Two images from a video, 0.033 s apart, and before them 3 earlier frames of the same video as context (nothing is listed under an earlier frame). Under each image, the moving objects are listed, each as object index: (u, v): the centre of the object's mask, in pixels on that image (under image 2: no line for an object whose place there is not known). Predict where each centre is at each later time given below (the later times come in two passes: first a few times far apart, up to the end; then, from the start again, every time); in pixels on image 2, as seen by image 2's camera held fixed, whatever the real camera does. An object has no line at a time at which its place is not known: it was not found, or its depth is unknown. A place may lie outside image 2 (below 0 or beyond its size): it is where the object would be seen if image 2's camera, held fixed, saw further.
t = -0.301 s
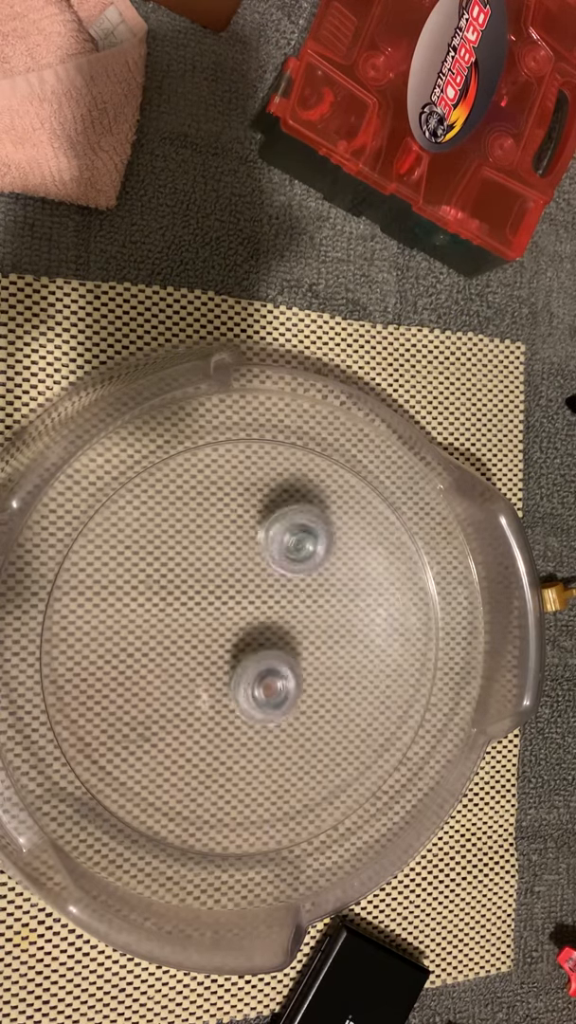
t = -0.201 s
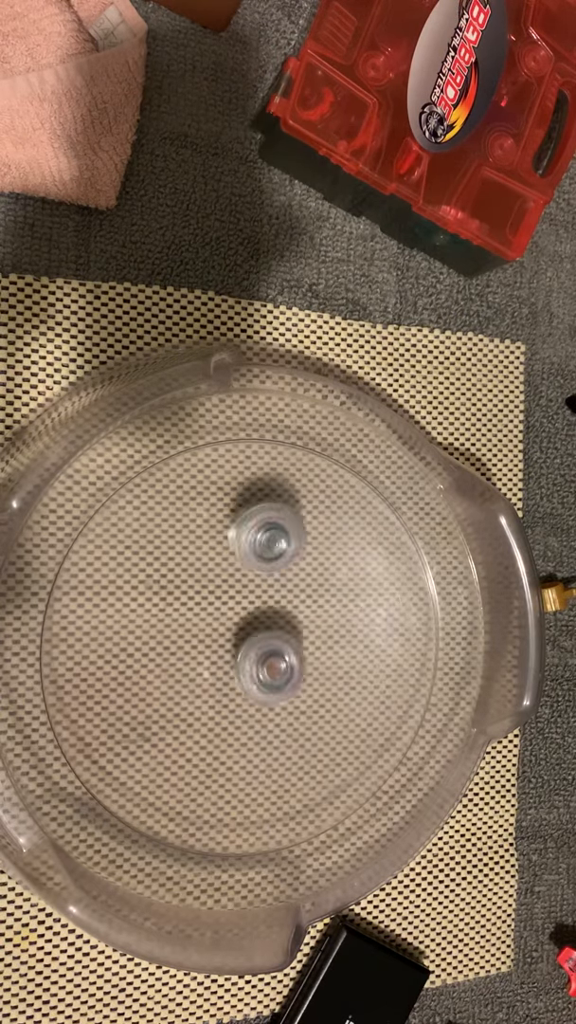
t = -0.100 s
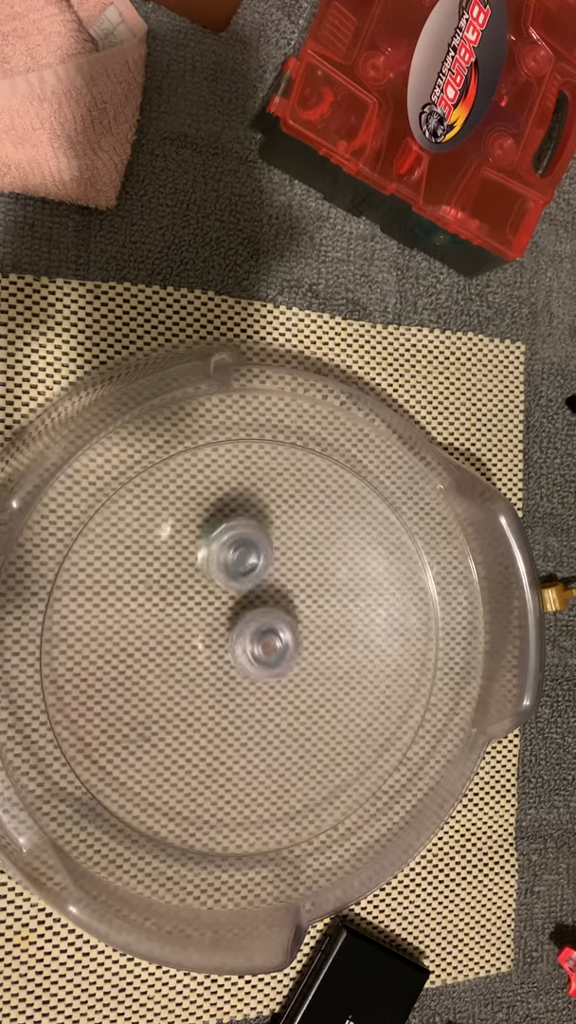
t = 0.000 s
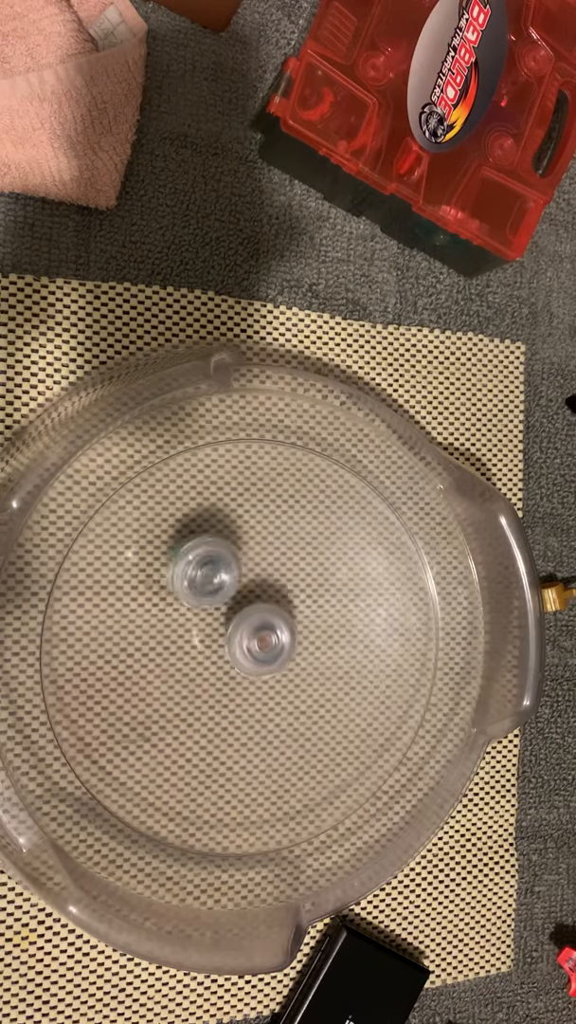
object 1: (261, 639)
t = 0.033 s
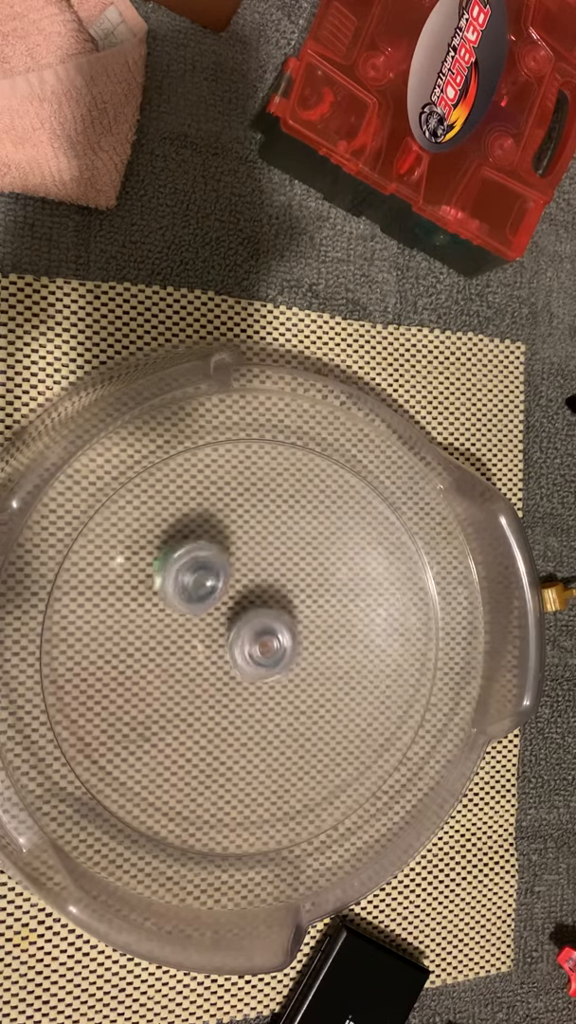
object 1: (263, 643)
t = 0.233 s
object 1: (280, 663)
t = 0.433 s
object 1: (282, 659)
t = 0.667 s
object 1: (273, 622)
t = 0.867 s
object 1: (252, 598)
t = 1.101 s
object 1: (235, 640)
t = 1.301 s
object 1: (231, 686)
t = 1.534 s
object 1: (254, 697)
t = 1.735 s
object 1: (280, 677)
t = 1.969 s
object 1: (294, 632)
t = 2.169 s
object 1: (285, 610)
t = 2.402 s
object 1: (259, 615)
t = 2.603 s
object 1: (236, 642)
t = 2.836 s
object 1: (231, 678)
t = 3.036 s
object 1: (246, 688)
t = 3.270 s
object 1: (275, 672)
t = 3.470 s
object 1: (294, 647)
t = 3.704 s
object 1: (341, 629)
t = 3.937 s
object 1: (319, 635)
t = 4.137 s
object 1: (276, 612)
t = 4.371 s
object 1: (254, 572)
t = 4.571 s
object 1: (261, 583)
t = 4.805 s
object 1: (273, 596)
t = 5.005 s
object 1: (285, 609)
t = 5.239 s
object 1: (291, 619)
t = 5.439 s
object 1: (289, 625)
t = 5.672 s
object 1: (279, 623)
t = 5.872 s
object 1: (273, 602)
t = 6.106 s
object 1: (270, 600)
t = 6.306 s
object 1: (275, 611)
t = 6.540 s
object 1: (299, 623)
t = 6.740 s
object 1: (298, 636)
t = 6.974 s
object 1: (284, 655)
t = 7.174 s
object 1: (278, 657)
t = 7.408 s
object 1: (282, 658)
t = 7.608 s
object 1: (306, 651)
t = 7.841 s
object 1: (303, 647)
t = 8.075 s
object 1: (303, 640)
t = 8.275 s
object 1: (287, 657)
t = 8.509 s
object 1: (284, 680)
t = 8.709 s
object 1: (284, 670)
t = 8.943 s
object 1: (293, 657)
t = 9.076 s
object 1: (294, 656)
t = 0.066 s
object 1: (265, 649)
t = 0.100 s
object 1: (268, 653)
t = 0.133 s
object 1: (271, 657)
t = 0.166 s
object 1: (274, 660)
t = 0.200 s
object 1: (277, 661)
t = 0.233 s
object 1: (280, 663)
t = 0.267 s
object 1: (282, 663)
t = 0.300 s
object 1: (284, 662)
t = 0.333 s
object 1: (284, 661)
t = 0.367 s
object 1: (284, 661)
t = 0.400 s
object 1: (283, 660)
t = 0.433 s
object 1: (282, 659)
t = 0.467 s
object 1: (281, 657)
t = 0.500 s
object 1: (278, 656)
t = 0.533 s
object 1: (276, 655)
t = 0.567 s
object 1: (273, 653)
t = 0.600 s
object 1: (274, 643)
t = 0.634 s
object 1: (275, 632)
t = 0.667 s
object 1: (273, 622)
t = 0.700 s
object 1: (271, 614)
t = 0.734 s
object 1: (268, 608)
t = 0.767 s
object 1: (264, 604)
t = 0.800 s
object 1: (260, 599)
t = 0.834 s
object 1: (256, 597)
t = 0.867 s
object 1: (252, 598)
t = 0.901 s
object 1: (248, 599)
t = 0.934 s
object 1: (245, 604)
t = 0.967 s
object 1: (242, 610)
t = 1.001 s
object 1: (241, 616)
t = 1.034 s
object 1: (241, 624)
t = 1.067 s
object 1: (241, 631)
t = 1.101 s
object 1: (235, 640)
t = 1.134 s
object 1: (231, 649)
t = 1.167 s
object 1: (229, 659)
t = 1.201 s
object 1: (227, 667)
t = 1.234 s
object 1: (228, 673)
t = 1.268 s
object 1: (229, 682)
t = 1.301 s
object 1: (231, 686)
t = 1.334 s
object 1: (234, 690)
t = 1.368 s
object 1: (236, 694)
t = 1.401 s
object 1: (240, 695)
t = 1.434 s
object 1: (243, 698)
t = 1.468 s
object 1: (247, 698)
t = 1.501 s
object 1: (251, 699)
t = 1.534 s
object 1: (254, 697)
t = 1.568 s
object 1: (259, 697)
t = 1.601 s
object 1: (262, 694)
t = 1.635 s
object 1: (268, 690)
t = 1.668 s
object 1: (272, 686)
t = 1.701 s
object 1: (276, 682)
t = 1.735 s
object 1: (280, 677)
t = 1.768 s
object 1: (285, 671)
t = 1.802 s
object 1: (287, 665)
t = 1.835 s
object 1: (291, 658)
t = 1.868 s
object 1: (292, 652)
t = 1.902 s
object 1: (293, 644)
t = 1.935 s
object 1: (294, 638)
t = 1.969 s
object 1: (294, 632)
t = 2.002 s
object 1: (294, 627)
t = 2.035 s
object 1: (293, 621)
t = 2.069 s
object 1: (291, 617)
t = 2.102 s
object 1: (290, 614)
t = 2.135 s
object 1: (287, 611)
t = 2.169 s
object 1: (285, 610)
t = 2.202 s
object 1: (282, 608)
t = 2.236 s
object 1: (279, 607)
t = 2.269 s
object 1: (275, 607)
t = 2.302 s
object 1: (272, 607)
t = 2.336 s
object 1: (267, 609)
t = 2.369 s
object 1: (264, 610)
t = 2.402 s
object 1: (259, 615)
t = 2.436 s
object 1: (254, 617)
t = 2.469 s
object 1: (251, 621)
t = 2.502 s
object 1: (247, 626)
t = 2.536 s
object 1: (242, 632)
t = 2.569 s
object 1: (240, 637)
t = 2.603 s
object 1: (236, 642)
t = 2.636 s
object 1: (234, 649)
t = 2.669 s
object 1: (232, 654)
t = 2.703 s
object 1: (230, 661)
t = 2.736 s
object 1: (230, 665)
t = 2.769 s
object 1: (230, 670)
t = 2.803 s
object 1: (230, 675)
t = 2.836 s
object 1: (231, 678)
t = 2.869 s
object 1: (232, 681)
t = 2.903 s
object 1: (235, 683)
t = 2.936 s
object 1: (237, 686)
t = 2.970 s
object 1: (240, 686)
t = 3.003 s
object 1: (244, 687)
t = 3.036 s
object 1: (246, 688)
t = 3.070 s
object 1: (250, 686)
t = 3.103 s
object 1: (254, 685)
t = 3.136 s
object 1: (258, 684)
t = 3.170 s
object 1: (263, 682)
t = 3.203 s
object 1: (266, 678)
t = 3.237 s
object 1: (272, 675)
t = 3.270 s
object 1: (275, 672)
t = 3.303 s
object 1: (280, 668)
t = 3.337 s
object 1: (284, 664)
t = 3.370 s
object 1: (287, 660)
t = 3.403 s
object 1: (289, 656)
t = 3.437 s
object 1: (291, 651)
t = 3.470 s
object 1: (294, 647)
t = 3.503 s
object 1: (303, 643)
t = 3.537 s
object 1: (314, 636)
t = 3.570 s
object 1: (321, 632)
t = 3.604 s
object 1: (327, 630)
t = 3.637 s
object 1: (332, 630)
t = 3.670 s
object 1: (337, 628)
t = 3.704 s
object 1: (341, 629)
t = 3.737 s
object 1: (343, 628)
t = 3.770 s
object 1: (344, 628)
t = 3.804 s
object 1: (342, 629)
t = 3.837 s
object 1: (339, 630)
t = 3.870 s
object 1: (335, 629)
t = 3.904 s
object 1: (329, 630)
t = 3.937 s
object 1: (319, 635)
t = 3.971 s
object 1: (314, 629)
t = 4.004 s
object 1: (308, 626)
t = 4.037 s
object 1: (299, 622)
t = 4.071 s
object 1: (290, 618)
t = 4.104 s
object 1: (282, 614)
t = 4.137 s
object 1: (276, 612)
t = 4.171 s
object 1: (269, 604)
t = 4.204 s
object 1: (263, 593)
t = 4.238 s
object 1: (256, 585)
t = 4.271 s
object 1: (255, 582)
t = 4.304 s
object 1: (253, 578)
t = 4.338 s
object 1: (253, 575)
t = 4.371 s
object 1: (254, 572)
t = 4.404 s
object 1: (256, 570)
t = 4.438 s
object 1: (258, 570)
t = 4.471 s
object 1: (259, 571)
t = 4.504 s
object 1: (261, 575)
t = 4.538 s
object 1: (262, 578)
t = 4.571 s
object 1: (261, 583)
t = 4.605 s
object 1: (262, 591)
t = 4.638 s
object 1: (262, 592)
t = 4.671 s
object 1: (264, 593)
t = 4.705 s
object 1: (265, 592)
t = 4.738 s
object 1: (268, 593)
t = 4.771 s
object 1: (270, 594)
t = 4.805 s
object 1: (273, 596)
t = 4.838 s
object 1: (275, 600)
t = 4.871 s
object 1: (276, 606)
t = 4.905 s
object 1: (278, 608)
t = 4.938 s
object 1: (281, 609)
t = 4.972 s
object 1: (283, 610)
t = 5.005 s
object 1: (285, 609)
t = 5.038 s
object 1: (286, 611)
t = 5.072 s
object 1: (286, 614)
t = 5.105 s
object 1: (287, 617)
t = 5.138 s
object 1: (287, 621)
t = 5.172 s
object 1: (289, 619)
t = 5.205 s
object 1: (291, 618)
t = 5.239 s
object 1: (291, 619)
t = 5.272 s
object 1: (291, 620)
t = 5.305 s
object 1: (290, 621)
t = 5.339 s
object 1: (289, 624)
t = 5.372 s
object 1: (287, 628)
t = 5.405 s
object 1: (289, 626)
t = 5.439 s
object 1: (289, 625)
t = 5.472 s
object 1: (288, 625)
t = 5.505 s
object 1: (287, 625)
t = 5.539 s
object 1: (287, 623)
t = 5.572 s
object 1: (286, 625)
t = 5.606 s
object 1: (282, 626)
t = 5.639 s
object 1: (280, 627)
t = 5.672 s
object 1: (279, 623)
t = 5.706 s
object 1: (280, 615)
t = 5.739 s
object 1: (278, 610)
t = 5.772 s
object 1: (277, 606)
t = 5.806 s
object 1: (276, 603)
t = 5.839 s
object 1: (275, 602)
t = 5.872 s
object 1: (273, 602)
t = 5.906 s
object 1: (272, 601)
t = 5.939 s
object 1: (271, 602)
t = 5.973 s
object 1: (269, 604)
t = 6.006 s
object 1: (266, 607)
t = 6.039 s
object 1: (267, 605)
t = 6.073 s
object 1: (270, 600)
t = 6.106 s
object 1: (270, 600)
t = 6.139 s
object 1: (269, 601)
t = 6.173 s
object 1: (269, 601)
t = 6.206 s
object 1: (270, 603)
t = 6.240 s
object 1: (270, 608)
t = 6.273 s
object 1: (271, 611)
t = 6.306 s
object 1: (275, 611)
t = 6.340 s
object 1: (278, 613)
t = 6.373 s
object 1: (281, 615)
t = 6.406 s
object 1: (290, 612)
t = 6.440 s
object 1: (296, 612)
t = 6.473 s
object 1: (299, 615)
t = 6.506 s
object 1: (300, 619)
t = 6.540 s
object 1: (299, 623)
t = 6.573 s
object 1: (297, 625)
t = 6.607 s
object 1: (296, 629)
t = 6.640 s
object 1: (298, 630)
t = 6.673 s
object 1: (298, 633)
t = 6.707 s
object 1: (298, 635)
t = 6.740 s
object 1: (298, 636)
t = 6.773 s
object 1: (294, 640)
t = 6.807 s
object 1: (291, 642)
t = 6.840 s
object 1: (291, 644)
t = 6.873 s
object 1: (290, 647)
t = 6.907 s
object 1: (289, 649)
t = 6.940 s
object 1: (287, 653)
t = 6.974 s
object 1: (284, 655)
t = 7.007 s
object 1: (283, 657)
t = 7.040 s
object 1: (281, 658)
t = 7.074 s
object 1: (279, 659)
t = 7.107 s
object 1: (278, 659)
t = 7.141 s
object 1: (277, 659)
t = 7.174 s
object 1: (278, 657)
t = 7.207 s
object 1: (279, 657)
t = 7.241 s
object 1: (279, 656)
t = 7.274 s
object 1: (279, 657)
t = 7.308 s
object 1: (282, 657)
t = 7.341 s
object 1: (284, 660)
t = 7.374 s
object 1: (284, 660)
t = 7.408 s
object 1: (282, 658)
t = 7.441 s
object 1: (284, 657)
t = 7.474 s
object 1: (283, 655)
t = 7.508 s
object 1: (284, 653)
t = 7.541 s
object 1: (288, 652)
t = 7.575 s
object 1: (298, 652)
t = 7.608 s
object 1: (306, 651)
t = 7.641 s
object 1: (311, 652)
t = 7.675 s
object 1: (314, 652)
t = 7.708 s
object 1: (314, 652)
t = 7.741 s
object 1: (313, 653)
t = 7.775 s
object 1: (310, 652)
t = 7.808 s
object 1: (305, 651)
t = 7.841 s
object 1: (303, 647)
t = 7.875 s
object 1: (300, 644)
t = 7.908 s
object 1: (300, 642)
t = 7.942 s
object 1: (302, 641)
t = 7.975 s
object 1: (304, 642)
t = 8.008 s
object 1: (304, 640)
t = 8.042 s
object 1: (304, 639)
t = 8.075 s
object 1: (303, 640)
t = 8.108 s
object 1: (300, 641)
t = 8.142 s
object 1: (298, 642)
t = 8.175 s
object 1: (296, 644)
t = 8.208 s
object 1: (293, 648)
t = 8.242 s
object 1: (289, 651)
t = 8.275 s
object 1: (287, 657)
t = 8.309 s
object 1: (285, 663)
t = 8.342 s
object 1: (283, 668)
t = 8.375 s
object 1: (282, 673)
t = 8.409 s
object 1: (282, 675)
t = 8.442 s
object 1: (283, 677)
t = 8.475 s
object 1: (283, 679)
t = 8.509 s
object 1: (284, 680)
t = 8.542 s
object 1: (284, 679)
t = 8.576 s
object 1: (285, 678)
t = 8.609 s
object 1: (284, 677)
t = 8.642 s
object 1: (284, 674)
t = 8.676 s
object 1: (284, 672)
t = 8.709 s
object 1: (284, 670)
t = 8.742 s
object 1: (285, 669)
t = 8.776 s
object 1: (286, 667)
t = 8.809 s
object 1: (287, 665)
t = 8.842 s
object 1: (288, 663)
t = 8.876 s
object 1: (290, 661)
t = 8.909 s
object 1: (292, 659)
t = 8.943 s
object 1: (293, 657)
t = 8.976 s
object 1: (294, 657)
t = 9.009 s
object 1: (294, 656)
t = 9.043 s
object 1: (294, 656)
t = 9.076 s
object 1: (294, 656)
